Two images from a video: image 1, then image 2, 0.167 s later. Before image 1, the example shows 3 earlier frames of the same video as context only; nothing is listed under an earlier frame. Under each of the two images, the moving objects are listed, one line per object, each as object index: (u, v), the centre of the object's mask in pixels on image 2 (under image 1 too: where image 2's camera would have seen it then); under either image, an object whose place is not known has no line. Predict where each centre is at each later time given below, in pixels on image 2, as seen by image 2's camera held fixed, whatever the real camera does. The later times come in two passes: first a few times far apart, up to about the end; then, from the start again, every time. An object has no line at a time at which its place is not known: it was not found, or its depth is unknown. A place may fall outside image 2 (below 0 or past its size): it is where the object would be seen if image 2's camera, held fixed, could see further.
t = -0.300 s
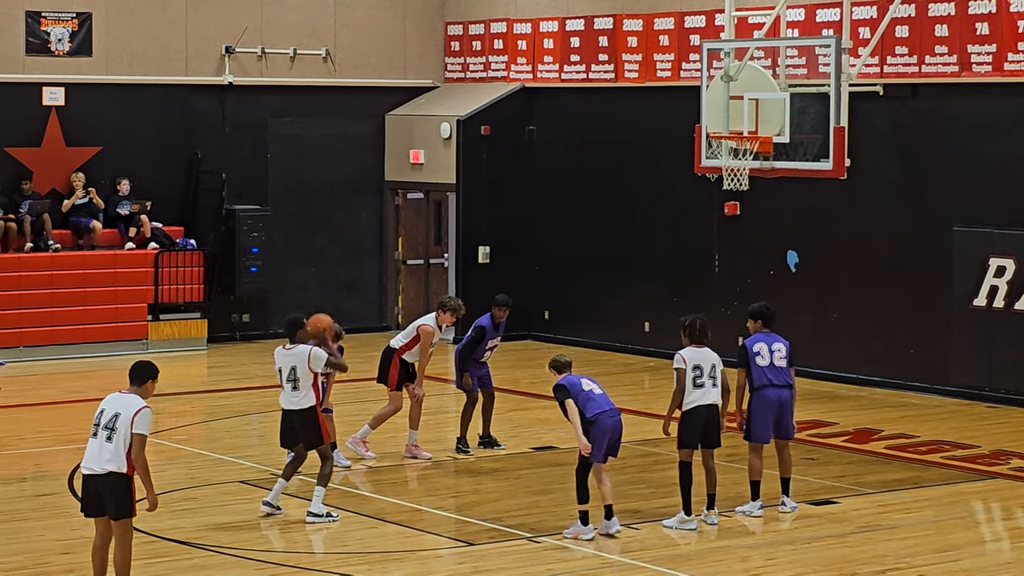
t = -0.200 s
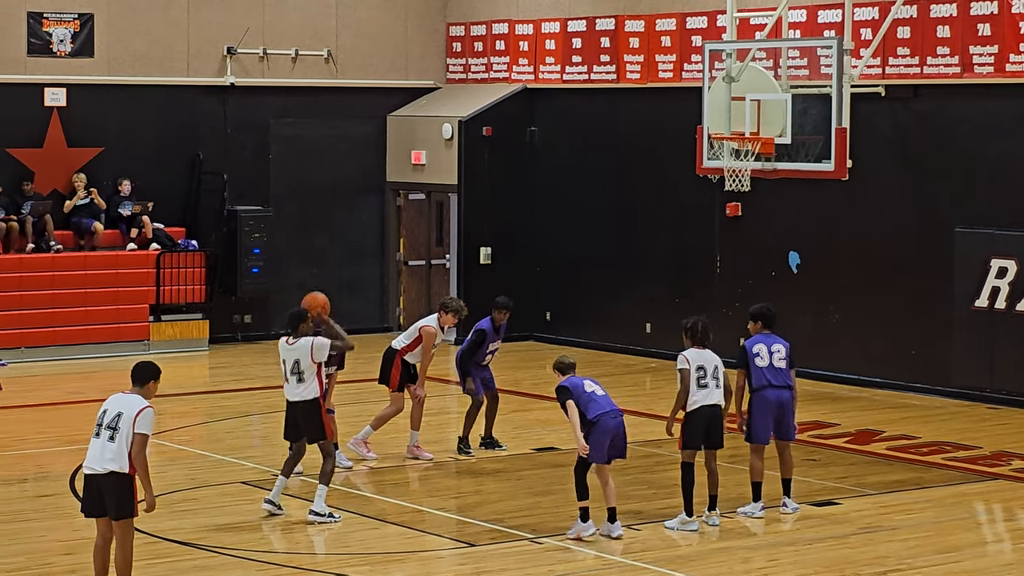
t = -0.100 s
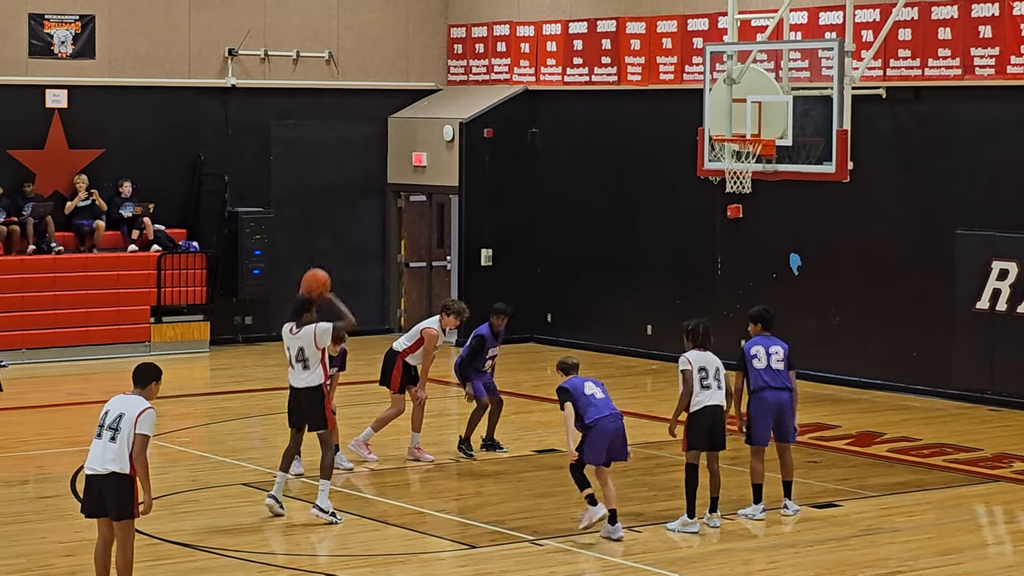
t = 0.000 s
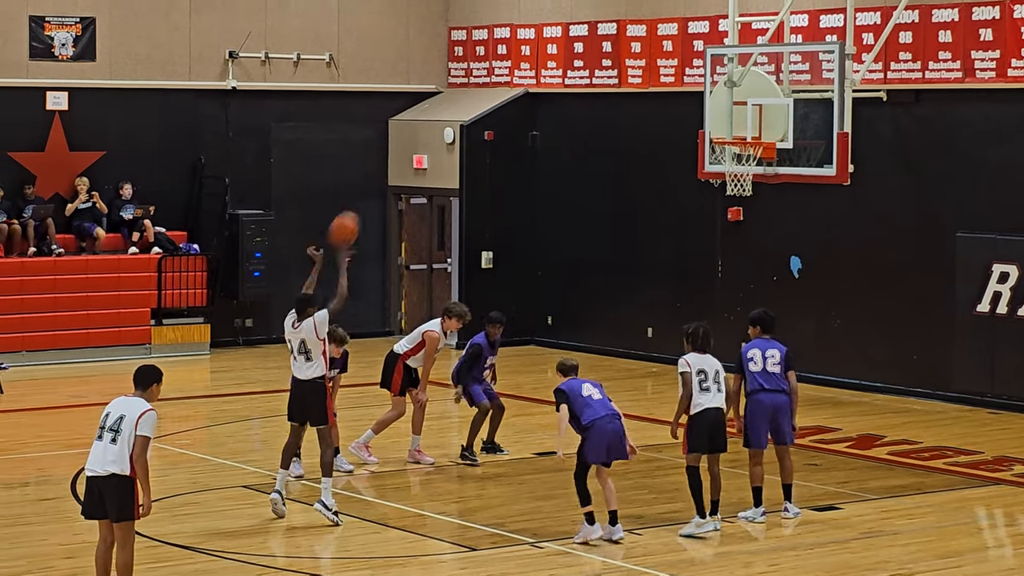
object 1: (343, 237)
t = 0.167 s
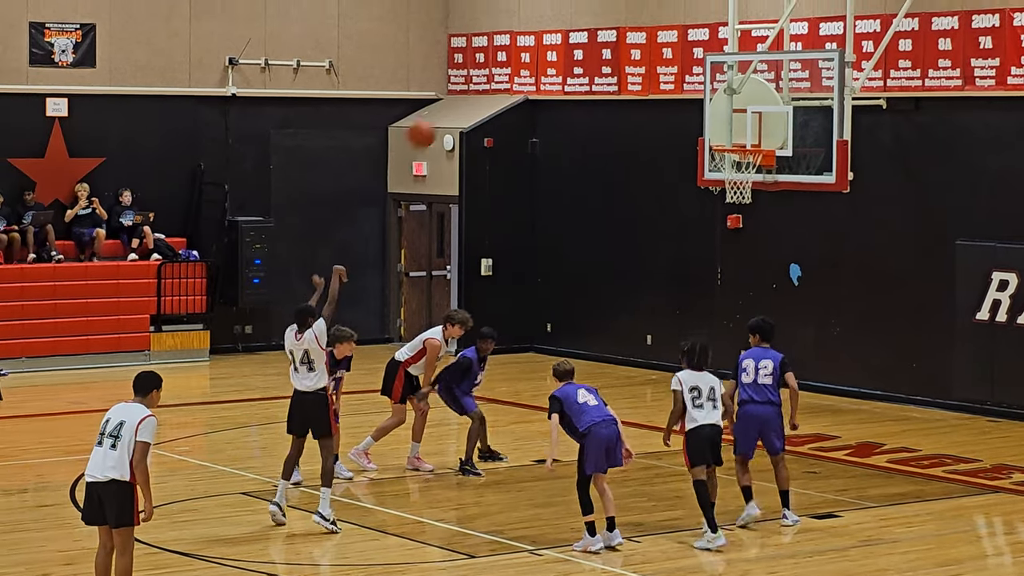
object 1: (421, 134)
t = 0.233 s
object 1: (451, 103)
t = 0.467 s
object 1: (549, 41)
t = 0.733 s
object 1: (649, 44)
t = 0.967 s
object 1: (729, 108)
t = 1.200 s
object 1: (683, 114)
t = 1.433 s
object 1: (611, 118)
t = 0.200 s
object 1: (436, 118)
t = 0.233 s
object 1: (451, 103)
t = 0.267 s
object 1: (465, 90)
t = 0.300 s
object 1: (480, 79)
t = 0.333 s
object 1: (494, 69)
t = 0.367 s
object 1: (508, 59)
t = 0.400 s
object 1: (521, 52)
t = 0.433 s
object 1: (535, 45)
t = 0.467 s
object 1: (549, 41)
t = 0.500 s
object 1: (562, 38)
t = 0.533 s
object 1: (576, 34)
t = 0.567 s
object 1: (588, 33)
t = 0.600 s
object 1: (600, 33)
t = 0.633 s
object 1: (613, 34)
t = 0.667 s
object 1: (625, 35)
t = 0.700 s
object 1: (637, 39)
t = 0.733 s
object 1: (649, 44)
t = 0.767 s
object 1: (661, 52)
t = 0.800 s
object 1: (671, 56)
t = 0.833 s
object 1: (683, 64)
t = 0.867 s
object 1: (694, 73)
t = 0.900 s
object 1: (706, 85)
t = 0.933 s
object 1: (717, 95)
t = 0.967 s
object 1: (729, 108)
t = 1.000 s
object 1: (739, 122)
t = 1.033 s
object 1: (733, 131)
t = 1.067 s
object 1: (724, 137)
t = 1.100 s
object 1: (712, 129)
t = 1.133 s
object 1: (701, 123)
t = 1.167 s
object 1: (692, 118)
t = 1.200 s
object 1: (683, 114)
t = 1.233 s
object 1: (673, 111)
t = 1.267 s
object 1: (662, 109)
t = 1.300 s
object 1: (652, 108)
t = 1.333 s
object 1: (642, 109)
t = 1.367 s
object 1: (632, 110)
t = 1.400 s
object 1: (622, 113)
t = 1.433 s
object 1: (611, 118)
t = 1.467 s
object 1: (601, 123)
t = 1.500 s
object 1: (591, 129)
